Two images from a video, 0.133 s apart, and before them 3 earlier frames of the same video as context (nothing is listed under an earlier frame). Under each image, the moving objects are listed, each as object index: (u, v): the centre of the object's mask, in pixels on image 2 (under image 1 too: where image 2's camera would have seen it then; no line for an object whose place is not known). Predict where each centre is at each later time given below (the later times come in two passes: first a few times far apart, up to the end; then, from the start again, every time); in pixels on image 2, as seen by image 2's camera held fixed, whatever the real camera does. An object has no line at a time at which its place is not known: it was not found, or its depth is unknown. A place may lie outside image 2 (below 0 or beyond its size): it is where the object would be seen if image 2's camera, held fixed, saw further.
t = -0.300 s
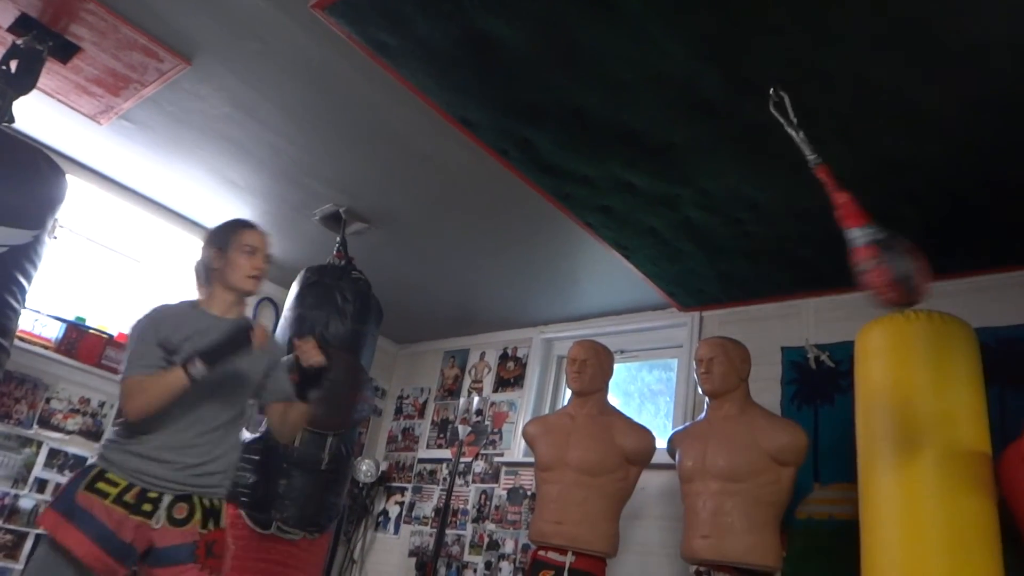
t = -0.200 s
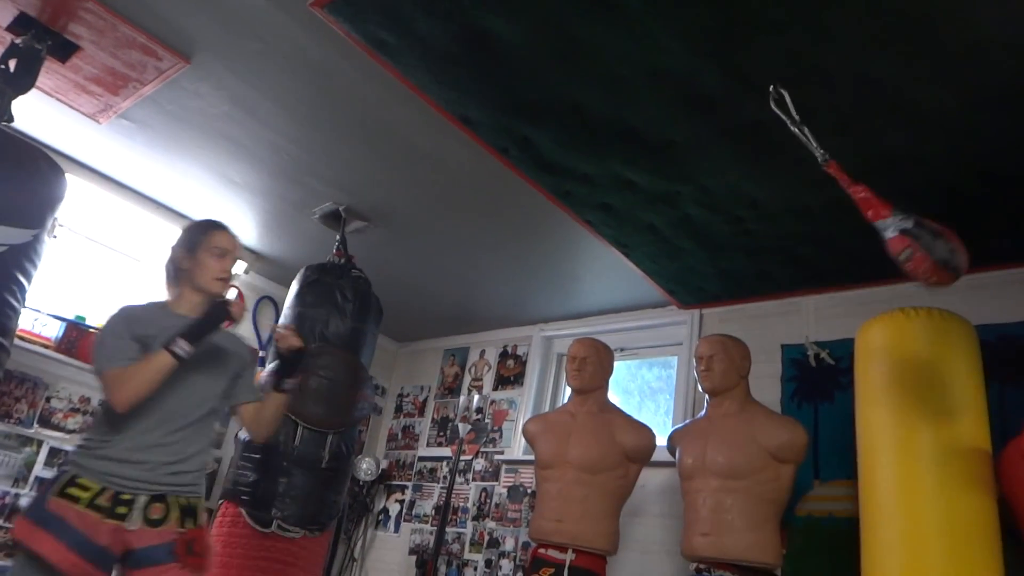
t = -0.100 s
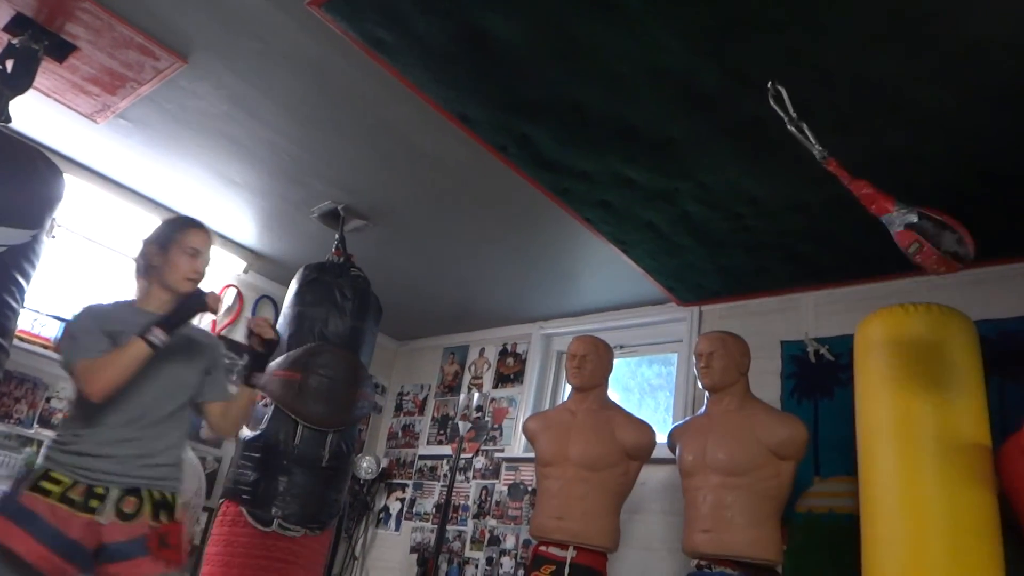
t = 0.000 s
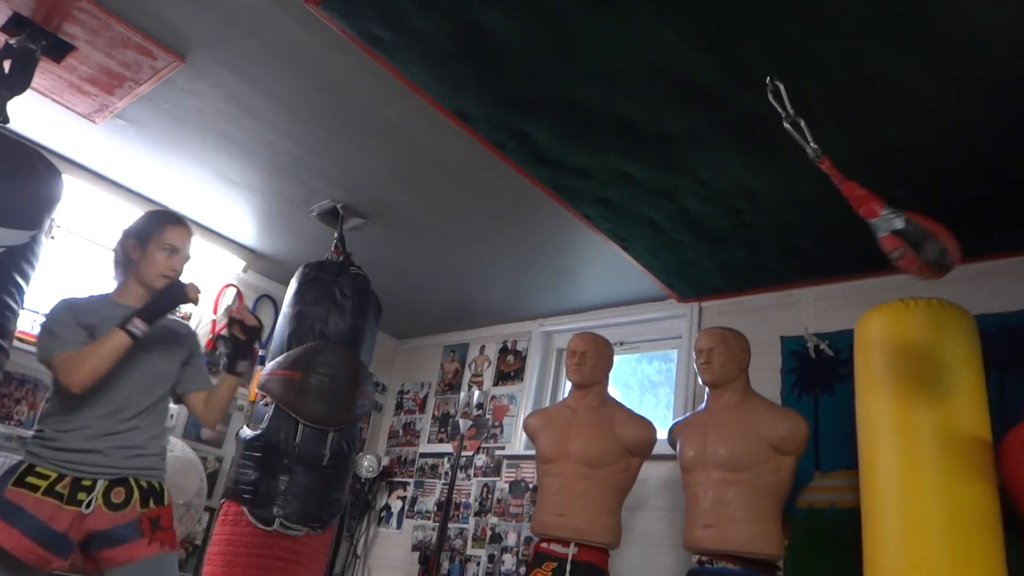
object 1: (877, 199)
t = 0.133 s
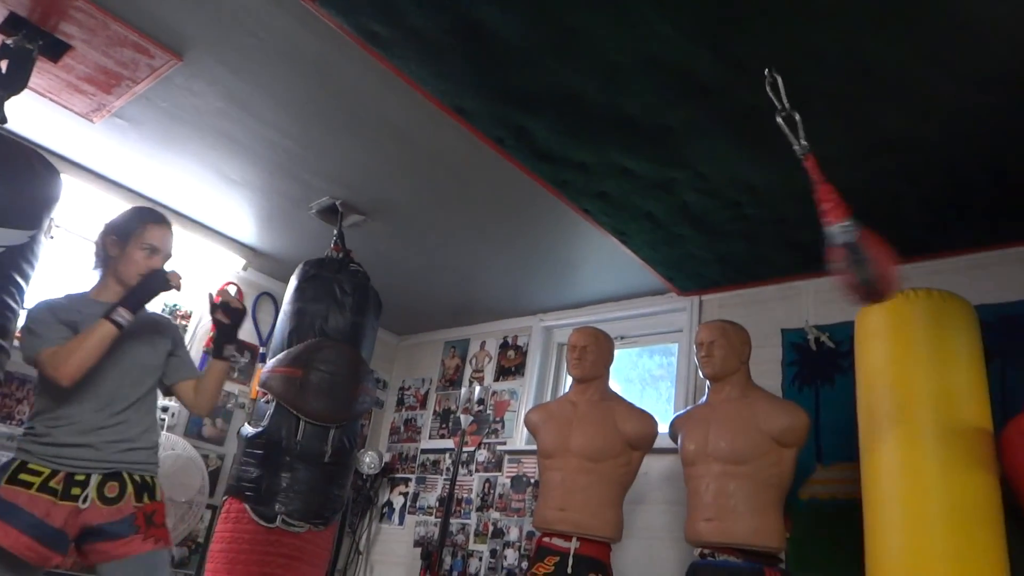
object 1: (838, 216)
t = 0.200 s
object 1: (805, 222)
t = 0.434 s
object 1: (689, 190)
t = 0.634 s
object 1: (659, 159)
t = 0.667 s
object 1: (659, 159)
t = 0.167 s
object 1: (823, 220)
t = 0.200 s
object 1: (805, 222)
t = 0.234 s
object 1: (787, 222)
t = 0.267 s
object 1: (769, 218)
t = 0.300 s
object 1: (750, 216)
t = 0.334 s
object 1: (731, 213)
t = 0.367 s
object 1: (716, 206)
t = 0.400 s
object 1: (702, 198)
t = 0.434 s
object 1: (689, 190)
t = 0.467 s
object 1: (679, 182)
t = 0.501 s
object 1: (672, 173)
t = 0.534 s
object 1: (668, 166)
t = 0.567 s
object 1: (664, 162)
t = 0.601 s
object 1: (661, 159)
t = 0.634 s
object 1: (659, 159)
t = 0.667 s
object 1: (659, 159)
